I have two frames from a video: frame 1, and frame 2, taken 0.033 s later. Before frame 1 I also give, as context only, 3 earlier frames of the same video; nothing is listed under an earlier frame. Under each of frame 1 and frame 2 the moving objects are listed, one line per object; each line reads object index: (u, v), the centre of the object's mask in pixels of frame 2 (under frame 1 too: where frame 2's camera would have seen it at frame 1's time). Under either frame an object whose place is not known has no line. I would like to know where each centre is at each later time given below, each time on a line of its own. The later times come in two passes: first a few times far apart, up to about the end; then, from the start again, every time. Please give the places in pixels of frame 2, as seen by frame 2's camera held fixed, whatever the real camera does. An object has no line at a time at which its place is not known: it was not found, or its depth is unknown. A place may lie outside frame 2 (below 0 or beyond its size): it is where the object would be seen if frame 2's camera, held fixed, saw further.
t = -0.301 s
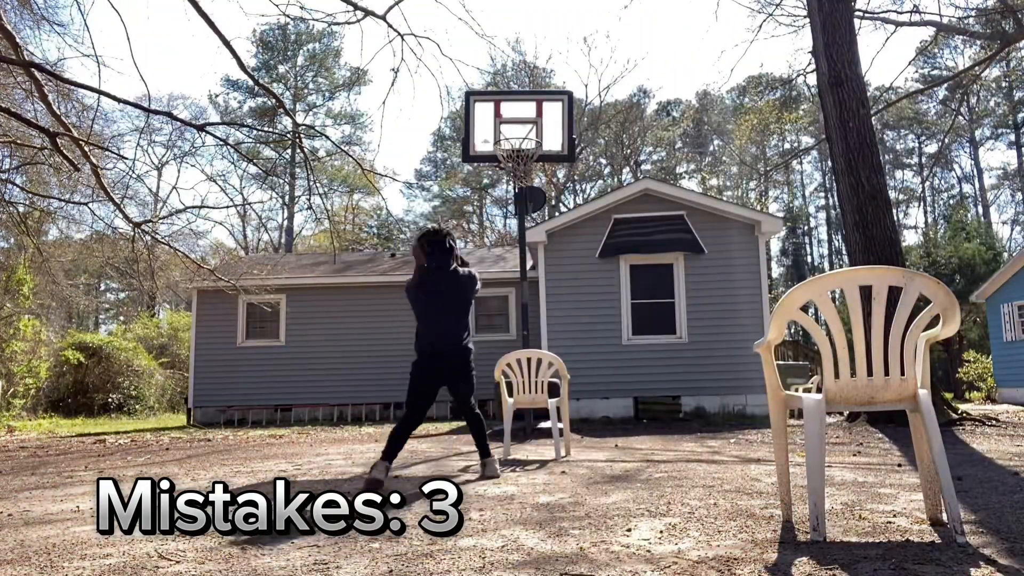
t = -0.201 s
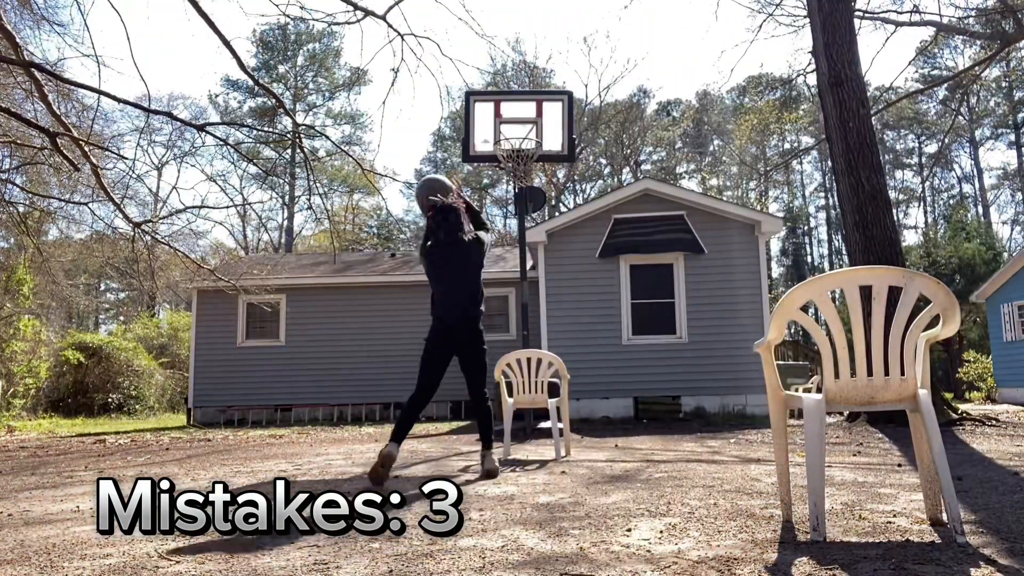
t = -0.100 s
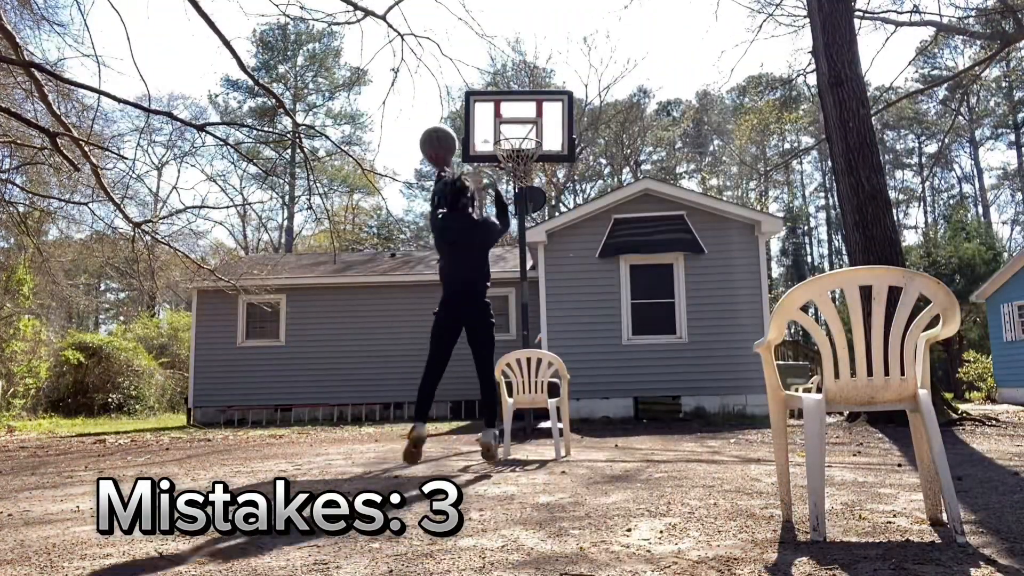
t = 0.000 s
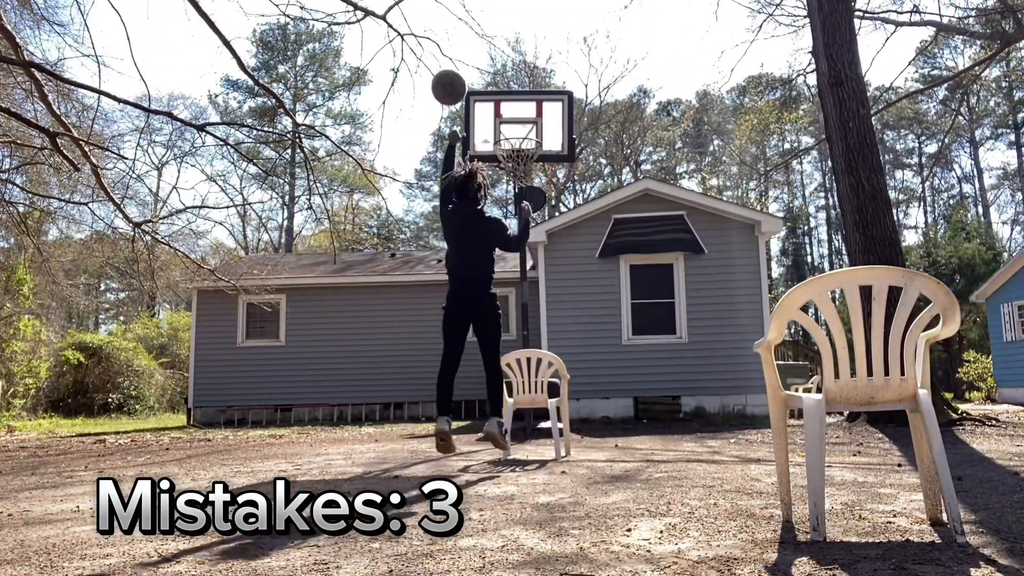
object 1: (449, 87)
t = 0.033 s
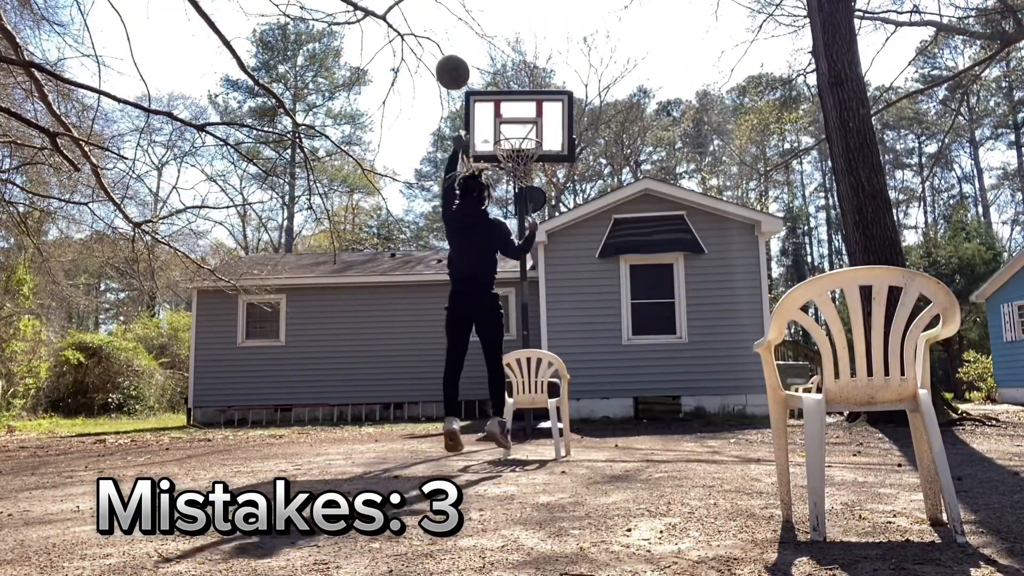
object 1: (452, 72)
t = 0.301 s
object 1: (479, 22)
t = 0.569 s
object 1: (499, 54)
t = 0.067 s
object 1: (456, 60)
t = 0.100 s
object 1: (460, 49)
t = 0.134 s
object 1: (464, 40)
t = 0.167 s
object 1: (467, 33)
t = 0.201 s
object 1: (470, 28)
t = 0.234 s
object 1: (473, 25)
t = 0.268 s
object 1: (476, 22)
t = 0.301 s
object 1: (479, 22)
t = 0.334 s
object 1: (482, 22)
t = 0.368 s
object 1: (485, 23)
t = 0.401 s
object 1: (487, 26)
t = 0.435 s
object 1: (490, 30)
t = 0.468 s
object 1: (492, 34)
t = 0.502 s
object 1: (495, 40)
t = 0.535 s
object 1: (497, 46)
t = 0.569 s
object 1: (499, 54)
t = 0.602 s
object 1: (501, 62)
